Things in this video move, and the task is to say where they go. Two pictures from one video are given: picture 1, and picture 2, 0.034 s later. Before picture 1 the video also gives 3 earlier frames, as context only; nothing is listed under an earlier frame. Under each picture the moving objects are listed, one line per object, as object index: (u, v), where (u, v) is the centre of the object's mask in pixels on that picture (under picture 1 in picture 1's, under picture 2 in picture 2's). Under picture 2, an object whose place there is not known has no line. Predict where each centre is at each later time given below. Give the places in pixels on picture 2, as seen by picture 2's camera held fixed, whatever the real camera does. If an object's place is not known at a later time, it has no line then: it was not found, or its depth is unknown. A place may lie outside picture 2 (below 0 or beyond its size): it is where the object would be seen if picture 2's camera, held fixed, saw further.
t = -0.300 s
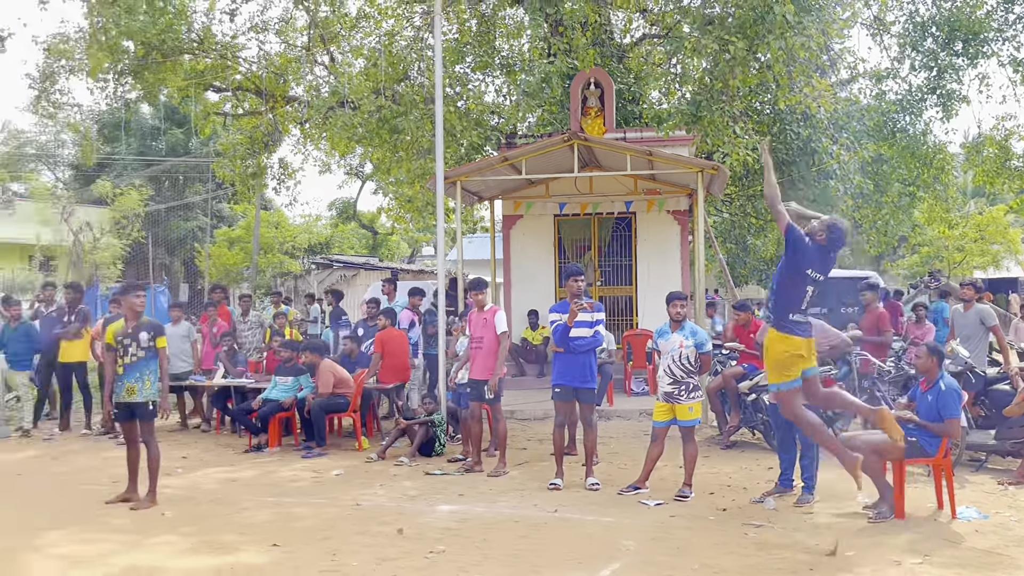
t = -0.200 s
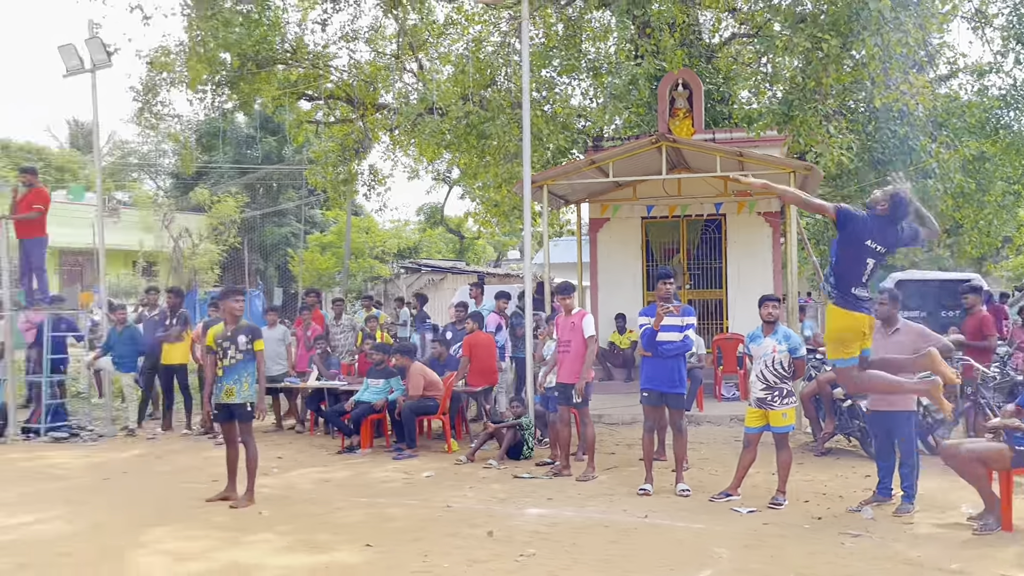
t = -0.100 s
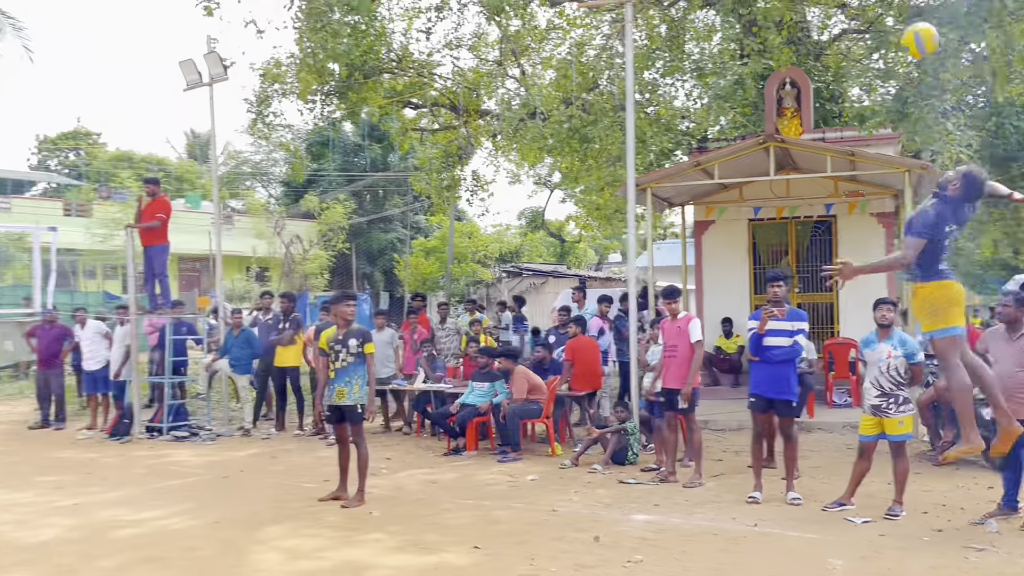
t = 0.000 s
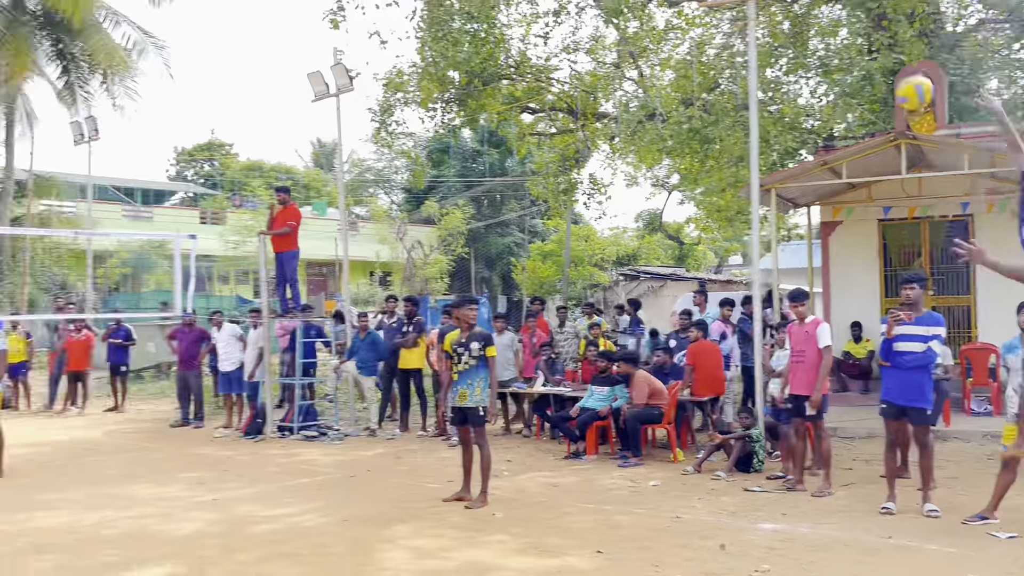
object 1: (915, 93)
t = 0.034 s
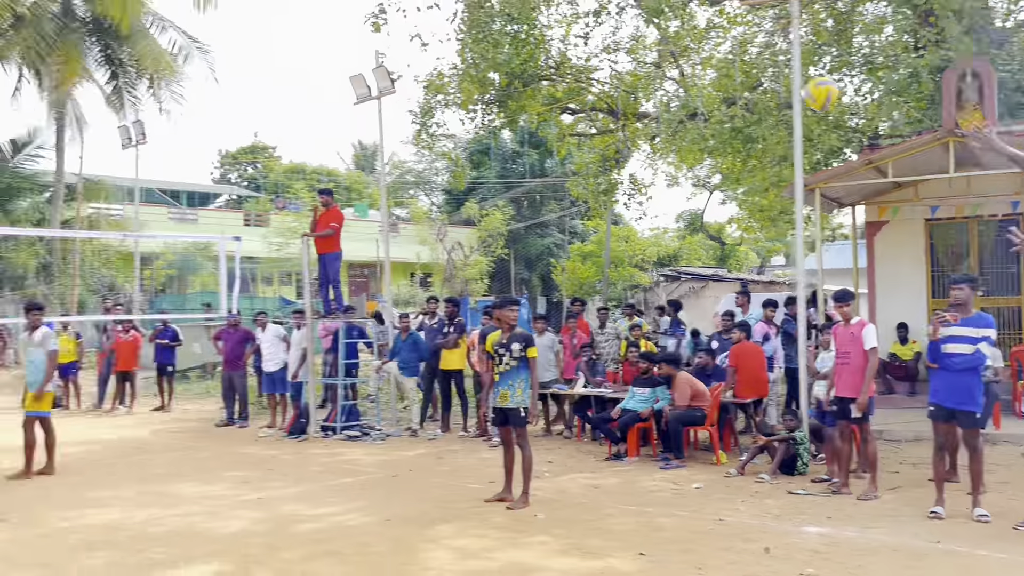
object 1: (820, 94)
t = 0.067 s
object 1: (704, 100)
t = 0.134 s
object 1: (517, 119)
